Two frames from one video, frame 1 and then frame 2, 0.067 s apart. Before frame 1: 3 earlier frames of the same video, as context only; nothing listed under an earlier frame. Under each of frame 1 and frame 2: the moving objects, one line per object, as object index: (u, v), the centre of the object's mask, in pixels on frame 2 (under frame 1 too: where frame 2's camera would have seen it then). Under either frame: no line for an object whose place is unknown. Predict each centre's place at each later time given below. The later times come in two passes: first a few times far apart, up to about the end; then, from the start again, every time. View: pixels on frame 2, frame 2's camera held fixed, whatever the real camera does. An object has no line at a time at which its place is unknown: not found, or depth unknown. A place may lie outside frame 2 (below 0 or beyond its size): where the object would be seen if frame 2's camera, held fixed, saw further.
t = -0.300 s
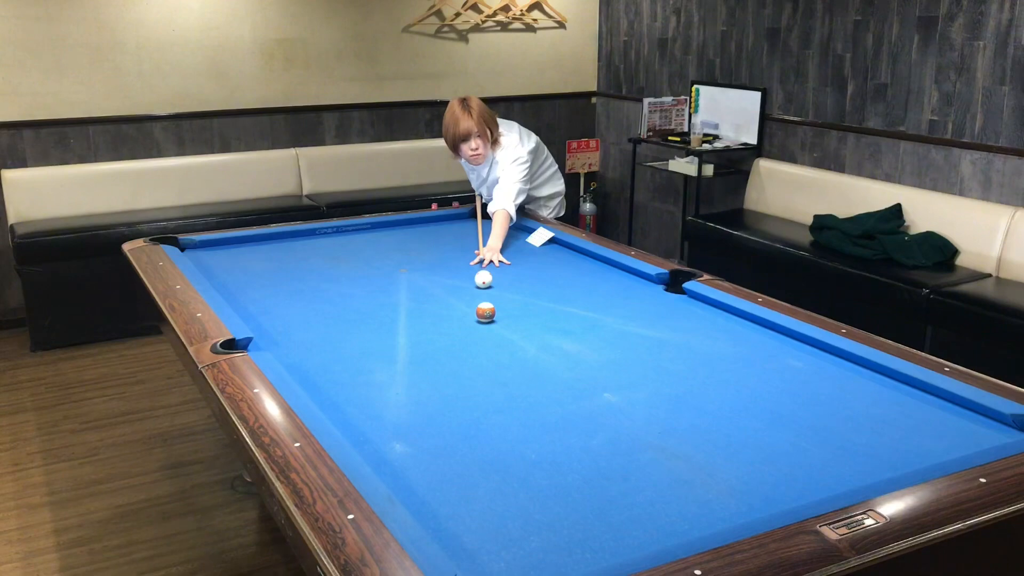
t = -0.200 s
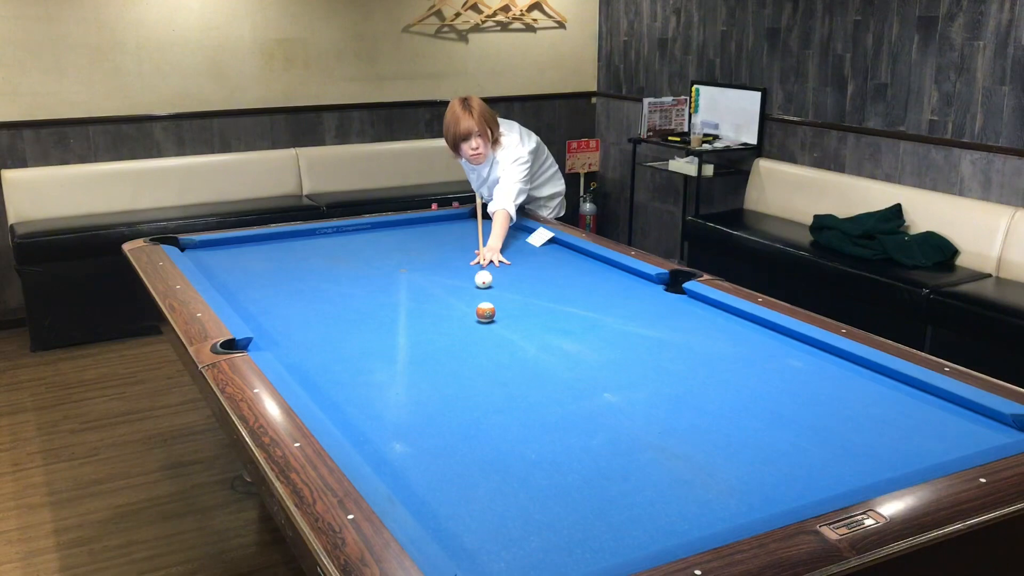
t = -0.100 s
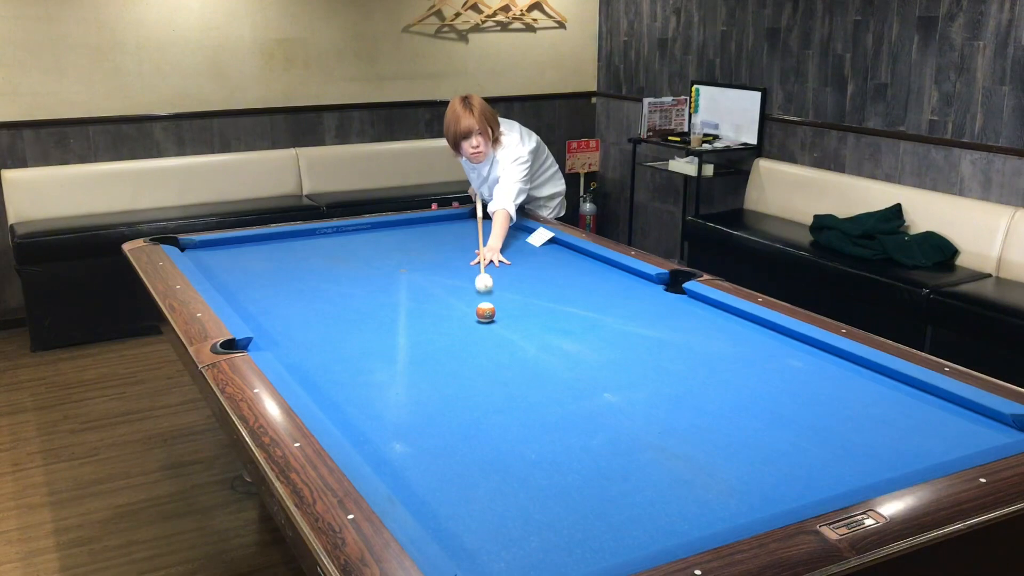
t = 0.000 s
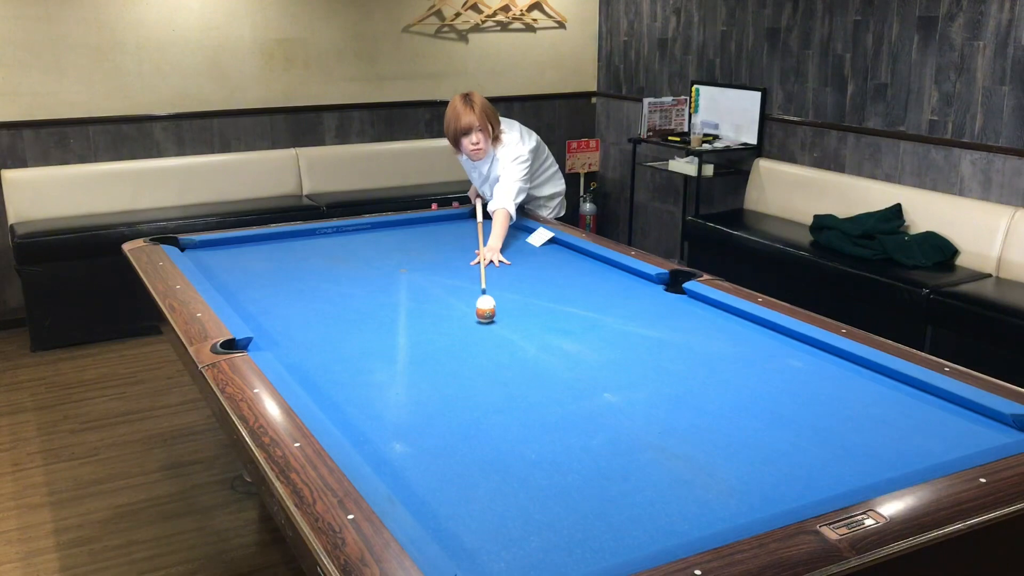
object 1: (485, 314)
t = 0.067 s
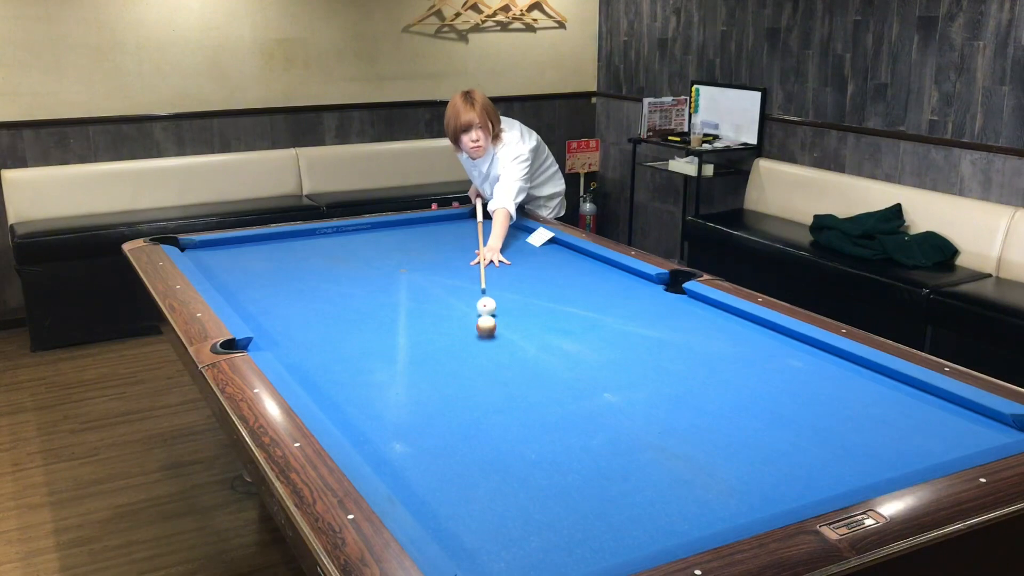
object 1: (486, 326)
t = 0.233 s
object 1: (487, 365)
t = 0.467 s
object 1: (490, 425)
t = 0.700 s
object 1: (494, 505)
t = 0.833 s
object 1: (496, 563)
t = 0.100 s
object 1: (486, 334)
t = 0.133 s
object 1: (487, 343)
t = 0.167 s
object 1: (487, 350)
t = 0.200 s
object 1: (487, 357)
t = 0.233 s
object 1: (487, 365)
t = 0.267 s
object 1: (488, 372)
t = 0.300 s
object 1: (488, 381)
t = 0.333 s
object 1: (489, 388)
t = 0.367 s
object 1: (489, 397)
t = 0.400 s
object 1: (489, 406)
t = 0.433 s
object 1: (490, 414)
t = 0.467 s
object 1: (490, 425)
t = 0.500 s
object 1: (490, 434)
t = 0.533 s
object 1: (491, 446)
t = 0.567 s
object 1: (491, 455)
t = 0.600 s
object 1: (492, 468)
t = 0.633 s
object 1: (492, 479)
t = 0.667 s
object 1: (493, 493)
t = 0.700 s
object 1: (494, 505)
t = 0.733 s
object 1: (494, 519)
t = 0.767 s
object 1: (494, 536)
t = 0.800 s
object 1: (495, 549)
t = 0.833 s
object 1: (496, 563)
